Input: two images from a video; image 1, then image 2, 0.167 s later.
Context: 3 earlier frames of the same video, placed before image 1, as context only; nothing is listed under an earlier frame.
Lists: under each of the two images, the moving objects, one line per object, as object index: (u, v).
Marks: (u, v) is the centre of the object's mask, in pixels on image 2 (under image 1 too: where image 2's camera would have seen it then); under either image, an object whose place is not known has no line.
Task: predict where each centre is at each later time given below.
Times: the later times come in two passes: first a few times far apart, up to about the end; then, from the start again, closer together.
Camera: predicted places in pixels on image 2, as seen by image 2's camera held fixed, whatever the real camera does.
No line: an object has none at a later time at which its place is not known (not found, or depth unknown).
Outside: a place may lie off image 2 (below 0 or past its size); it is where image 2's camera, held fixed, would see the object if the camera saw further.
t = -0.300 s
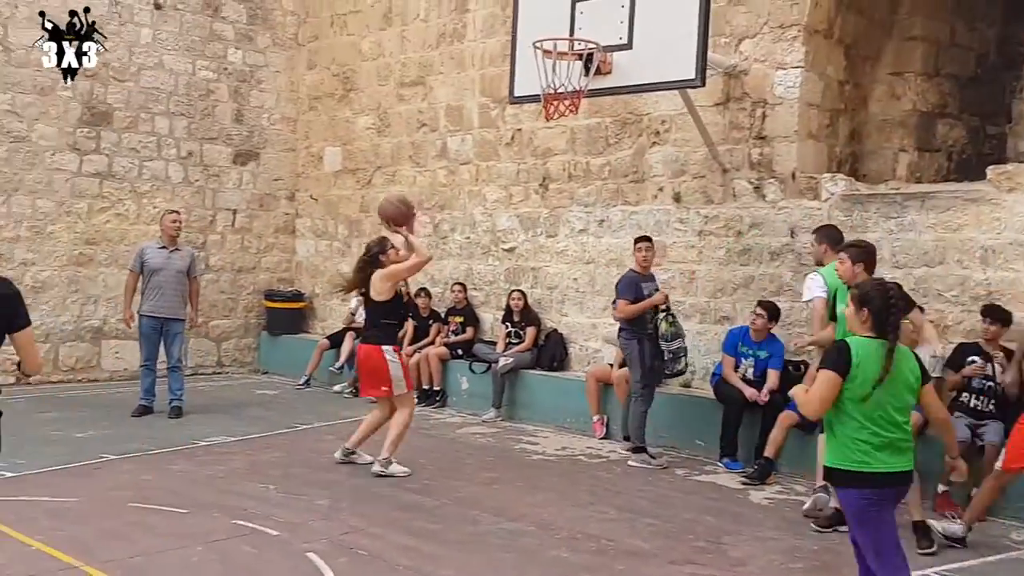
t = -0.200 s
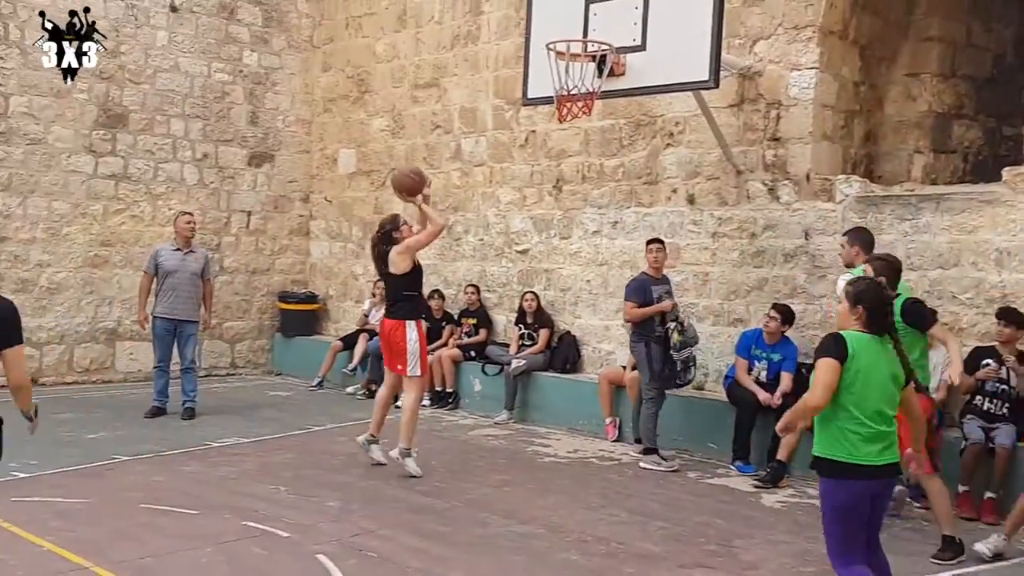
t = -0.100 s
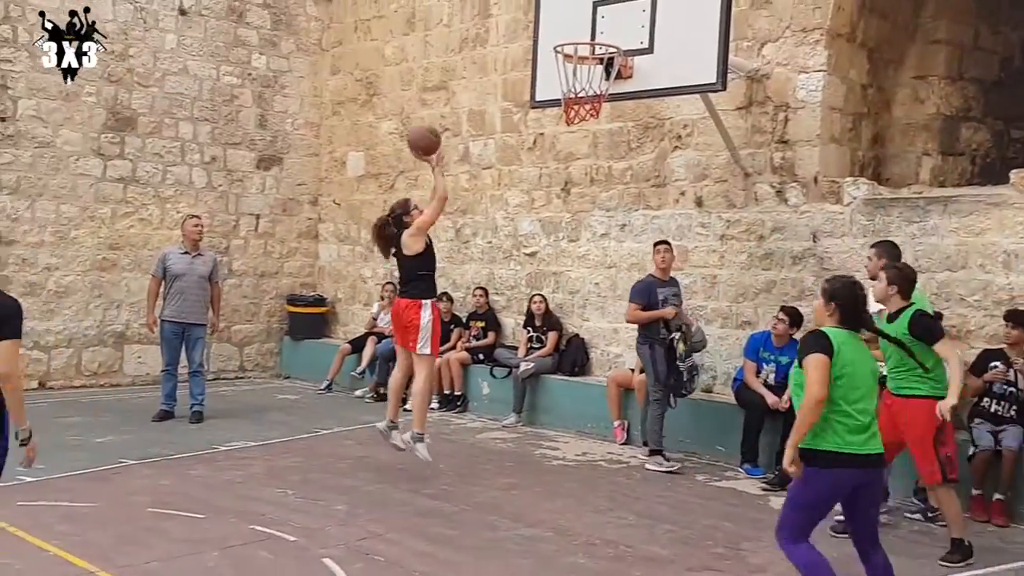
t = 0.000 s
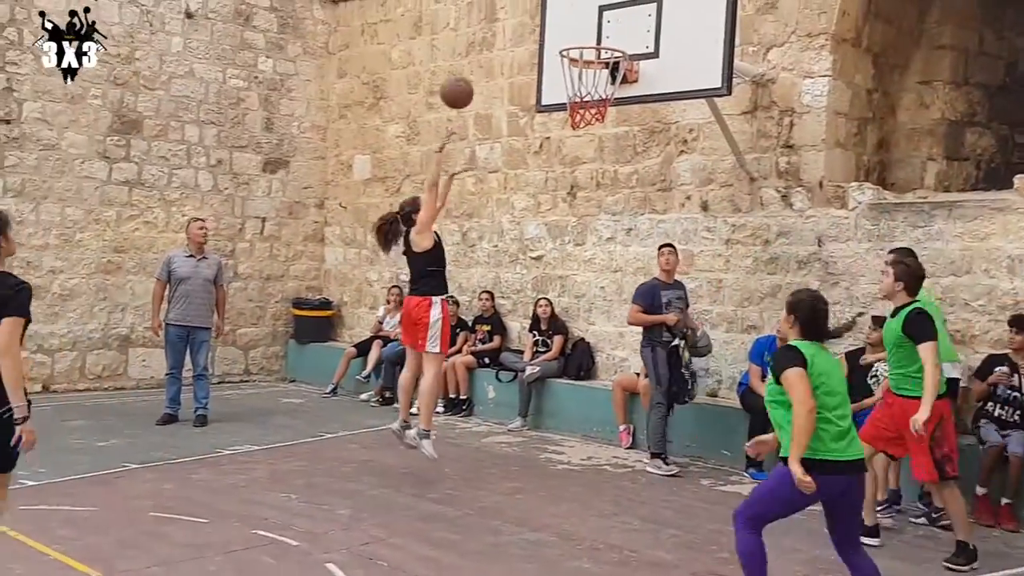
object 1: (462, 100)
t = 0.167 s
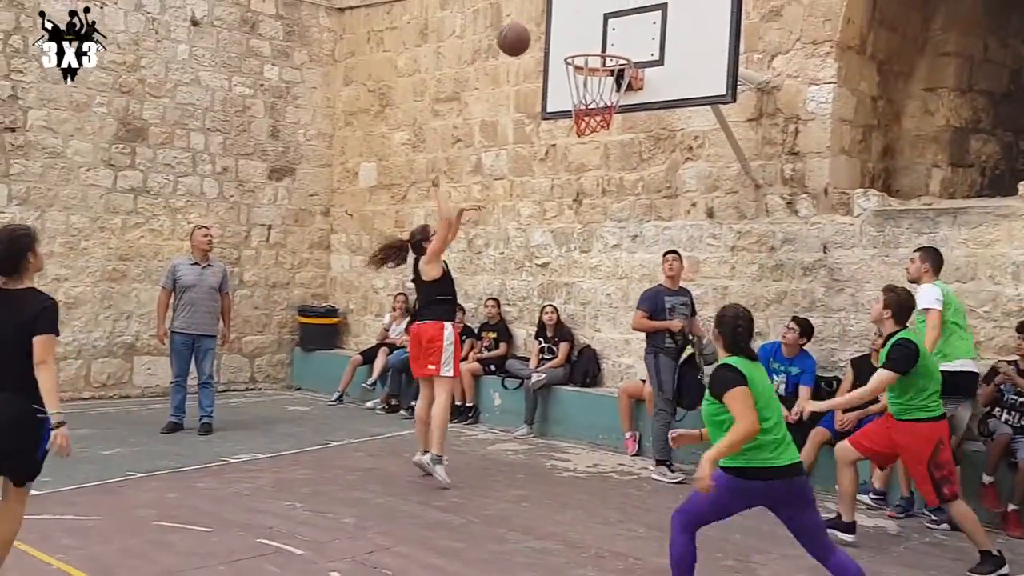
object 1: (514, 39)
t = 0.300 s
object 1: (552, 18)
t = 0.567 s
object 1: (626, 46)
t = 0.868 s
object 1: (592, 38)
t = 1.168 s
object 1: (561, 43)
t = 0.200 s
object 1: (523, 31)
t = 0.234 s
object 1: (532, 26)
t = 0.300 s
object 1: (552, 18)
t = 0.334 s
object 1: (562, 16)
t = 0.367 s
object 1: (571, 16)
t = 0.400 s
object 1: (581, 18)
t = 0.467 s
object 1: (599, 26)
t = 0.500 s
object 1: (608, 32)
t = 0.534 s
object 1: (618, 39)
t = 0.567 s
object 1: (626, 46)
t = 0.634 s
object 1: (619, 40)
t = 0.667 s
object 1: (615, 36)
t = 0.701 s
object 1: (612, 34)
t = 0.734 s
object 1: (608, 33)
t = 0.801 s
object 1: (600, 35)
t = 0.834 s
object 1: (596, 38)
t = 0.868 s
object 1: (592, 38)
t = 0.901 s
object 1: (589, 35)
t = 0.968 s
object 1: (583, 32)
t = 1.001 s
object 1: (580, 33)
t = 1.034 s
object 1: (577, 35)
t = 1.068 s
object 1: (573, 35)
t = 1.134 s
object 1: (565, 39)
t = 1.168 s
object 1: (561, 43)
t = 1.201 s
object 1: (558, 49)
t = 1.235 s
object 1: (553, 57)
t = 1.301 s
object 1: (544, 77)
